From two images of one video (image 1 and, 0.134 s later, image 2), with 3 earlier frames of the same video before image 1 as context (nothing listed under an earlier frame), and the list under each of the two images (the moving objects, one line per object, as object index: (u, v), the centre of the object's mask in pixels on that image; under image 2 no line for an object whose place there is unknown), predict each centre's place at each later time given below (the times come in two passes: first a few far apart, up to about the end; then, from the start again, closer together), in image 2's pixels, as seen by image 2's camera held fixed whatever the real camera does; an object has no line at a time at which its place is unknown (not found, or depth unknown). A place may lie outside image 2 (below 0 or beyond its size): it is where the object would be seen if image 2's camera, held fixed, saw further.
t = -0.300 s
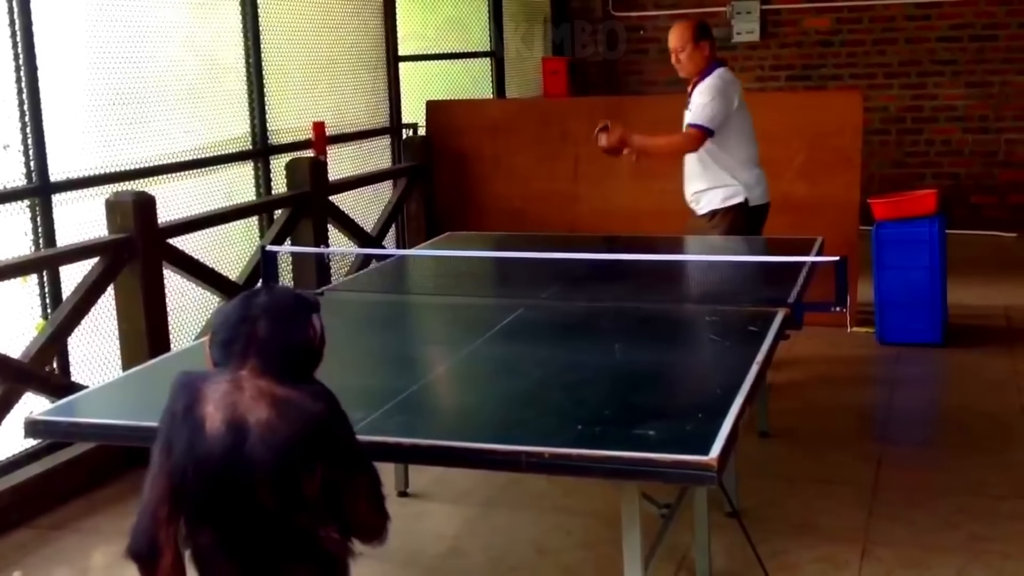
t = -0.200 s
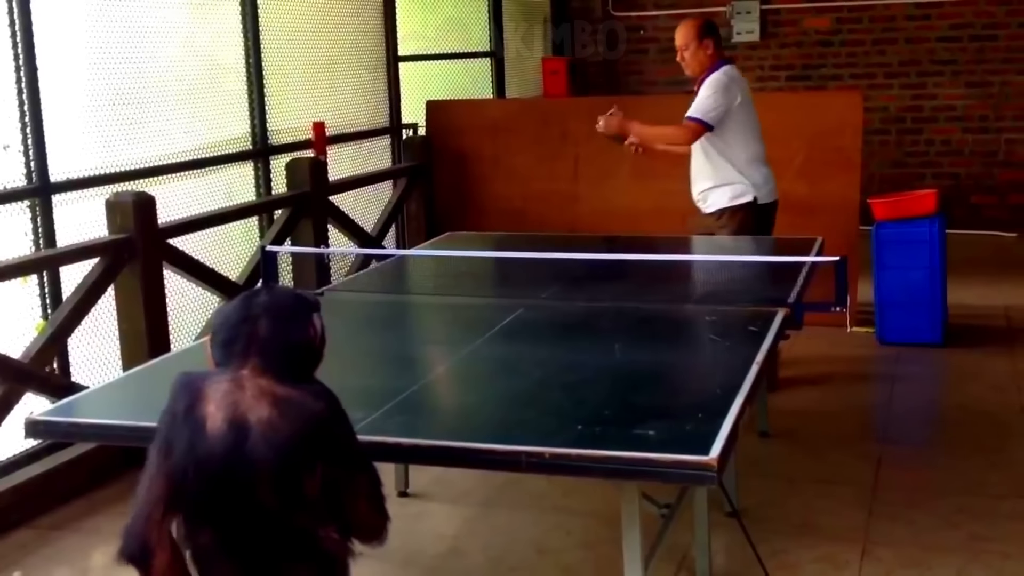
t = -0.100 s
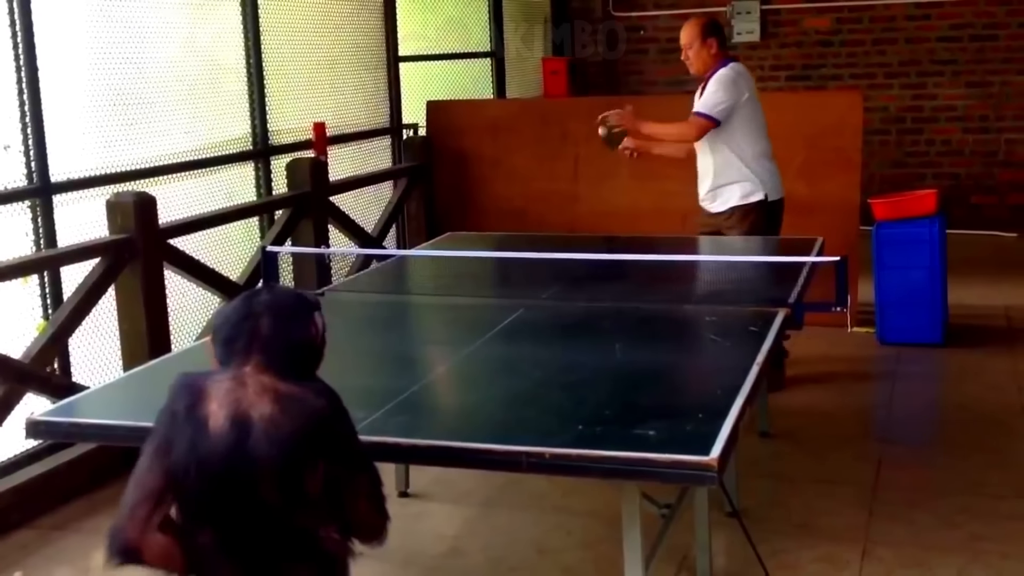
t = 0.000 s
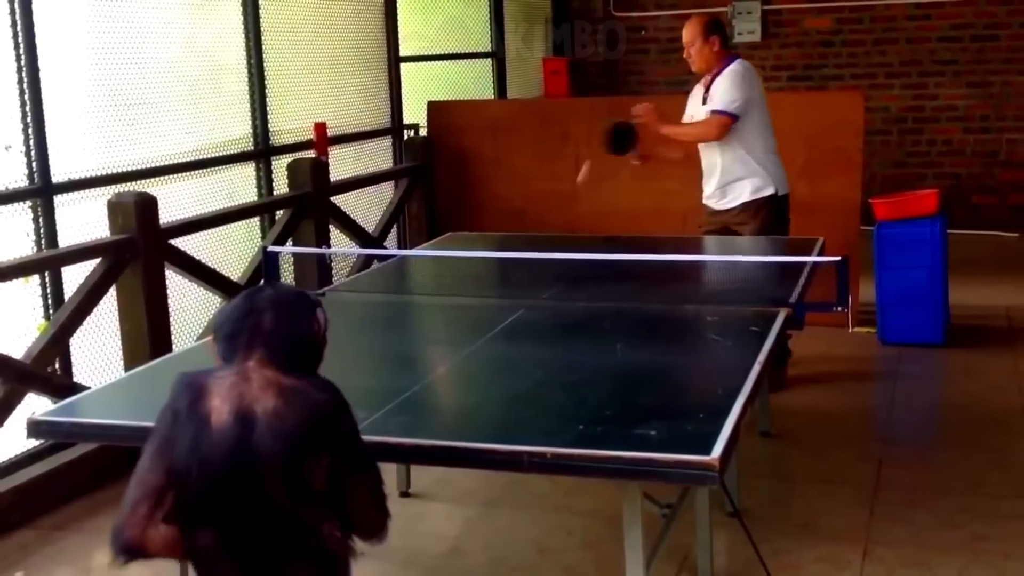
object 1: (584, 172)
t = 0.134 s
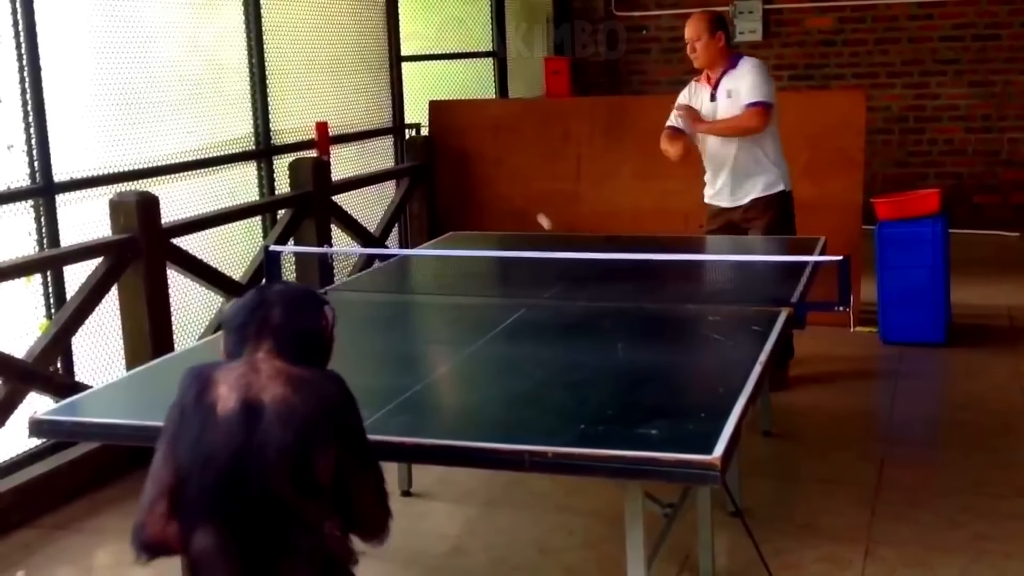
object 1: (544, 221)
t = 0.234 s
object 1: (514, 198)
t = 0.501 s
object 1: (415, 312)
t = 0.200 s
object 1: (525, 203)
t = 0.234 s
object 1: (514, 198)
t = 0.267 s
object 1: (504, 197)
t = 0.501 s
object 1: (415, 312)
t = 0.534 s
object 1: (402, 338)
